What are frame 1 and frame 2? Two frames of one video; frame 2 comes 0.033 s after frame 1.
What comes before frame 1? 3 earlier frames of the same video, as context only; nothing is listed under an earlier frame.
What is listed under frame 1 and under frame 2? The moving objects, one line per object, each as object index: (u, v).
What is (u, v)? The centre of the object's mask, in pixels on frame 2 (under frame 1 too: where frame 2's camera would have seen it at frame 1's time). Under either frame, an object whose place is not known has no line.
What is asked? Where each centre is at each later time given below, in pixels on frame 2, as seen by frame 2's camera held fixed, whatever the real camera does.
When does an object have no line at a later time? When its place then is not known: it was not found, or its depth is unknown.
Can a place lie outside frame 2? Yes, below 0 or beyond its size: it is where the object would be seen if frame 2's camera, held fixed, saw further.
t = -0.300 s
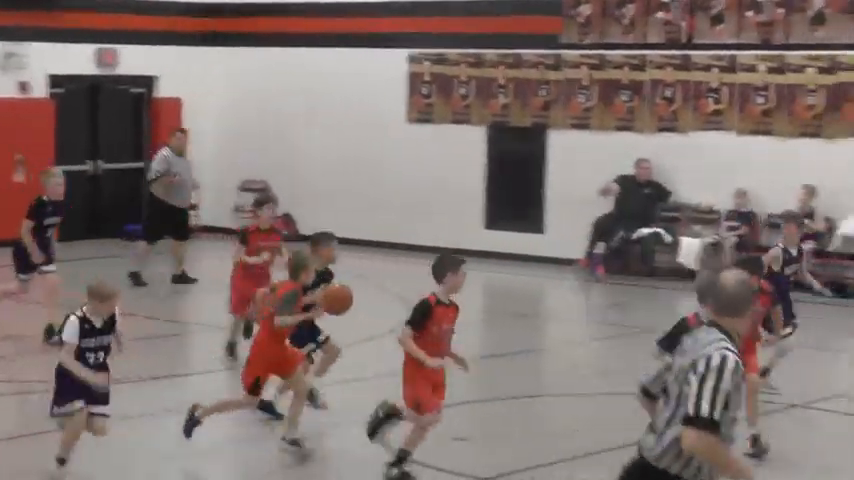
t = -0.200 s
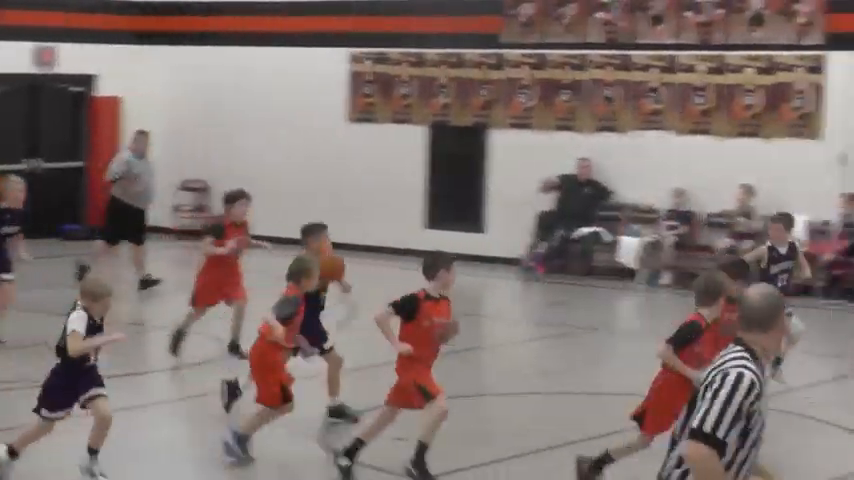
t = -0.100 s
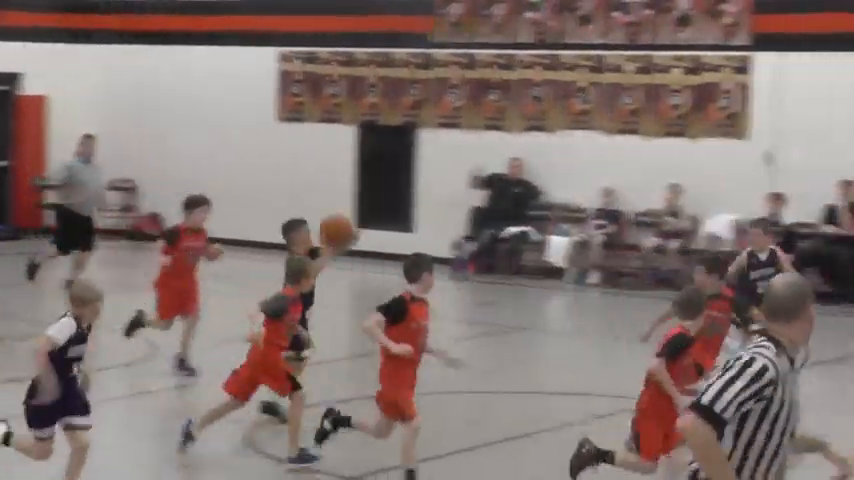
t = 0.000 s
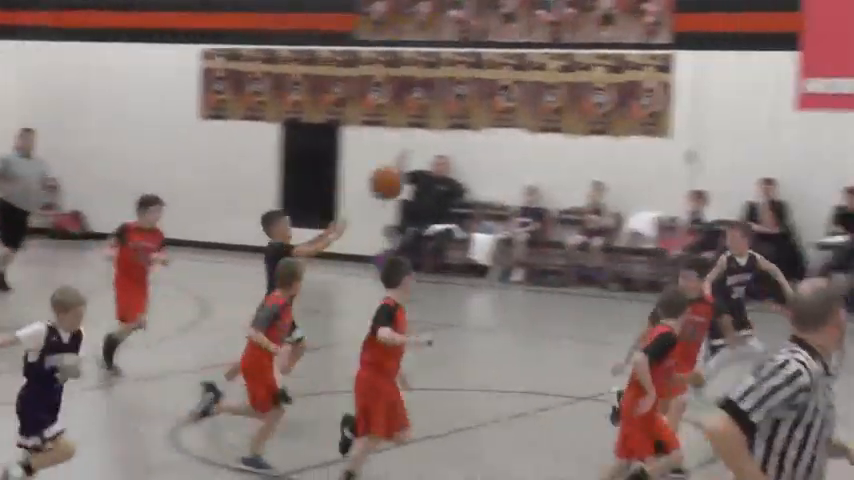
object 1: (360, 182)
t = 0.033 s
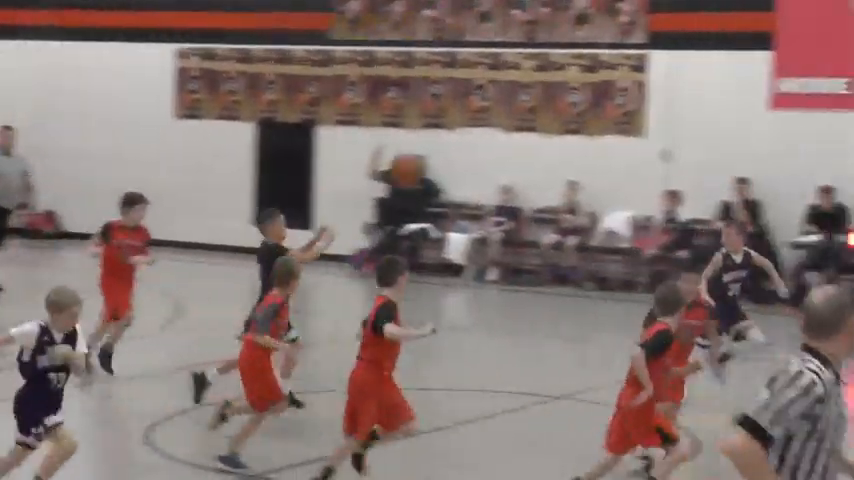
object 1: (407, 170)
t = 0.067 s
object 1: (449, 159)
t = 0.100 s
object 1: (494, 150)
